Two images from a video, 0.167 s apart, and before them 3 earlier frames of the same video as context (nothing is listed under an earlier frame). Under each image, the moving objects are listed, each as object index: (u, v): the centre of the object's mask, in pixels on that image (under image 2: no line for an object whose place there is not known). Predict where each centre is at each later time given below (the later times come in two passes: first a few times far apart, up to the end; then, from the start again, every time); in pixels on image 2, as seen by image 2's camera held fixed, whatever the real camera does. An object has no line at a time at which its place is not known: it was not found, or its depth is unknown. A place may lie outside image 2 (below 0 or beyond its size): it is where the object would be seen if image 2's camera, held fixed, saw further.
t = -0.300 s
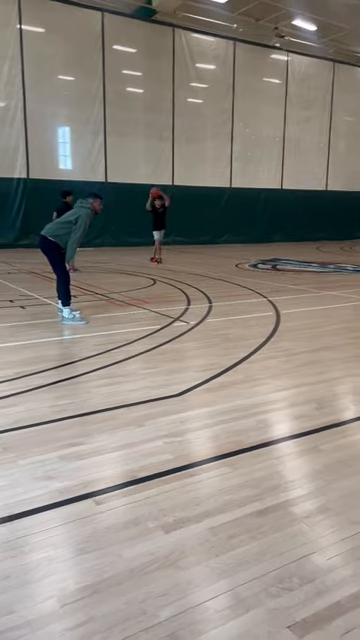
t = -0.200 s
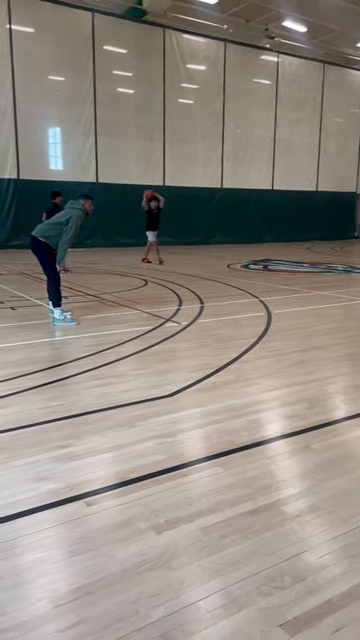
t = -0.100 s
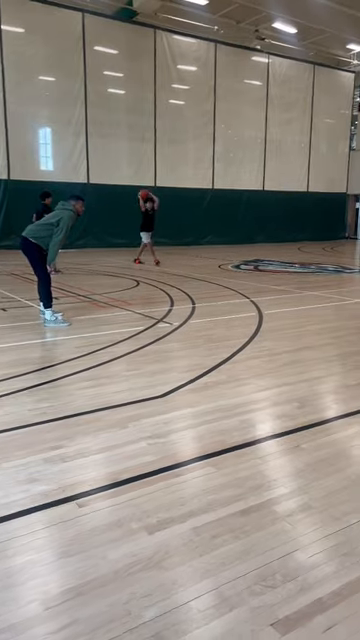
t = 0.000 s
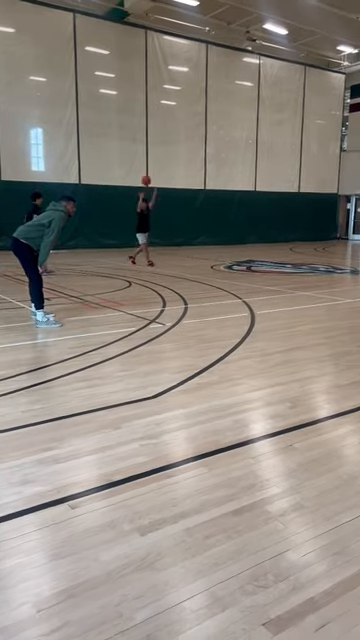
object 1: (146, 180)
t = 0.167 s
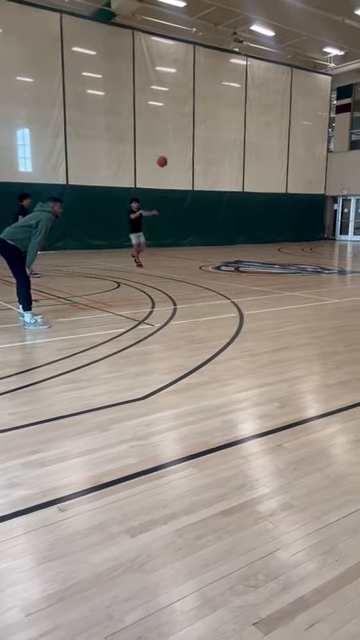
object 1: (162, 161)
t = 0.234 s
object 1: (174, 156)
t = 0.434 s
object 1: (218, 151)
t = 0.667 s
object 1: (281, 175)
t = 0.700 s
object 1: (291, 182)
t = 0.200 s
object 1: (168, 158)
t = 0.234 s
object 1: (174, 156)
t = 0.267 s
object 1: (181, 154)
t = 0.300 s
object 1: (188, 152)
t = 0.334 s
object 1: (195, 151)
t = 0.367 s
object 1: (203, 150)
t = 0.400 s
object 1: (210, 150)
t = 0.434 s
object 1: (218, 151)
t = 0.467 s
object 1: (226, 153)
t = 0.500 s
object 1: (234, 154)
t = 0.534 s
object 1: (243, 157)
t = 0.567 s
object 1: (252, 160)
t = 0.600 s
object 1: (261, 165)
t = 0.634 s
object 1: (271, 169)
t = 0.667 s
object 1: (281, 175)
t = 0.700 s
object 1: (291, 182)
